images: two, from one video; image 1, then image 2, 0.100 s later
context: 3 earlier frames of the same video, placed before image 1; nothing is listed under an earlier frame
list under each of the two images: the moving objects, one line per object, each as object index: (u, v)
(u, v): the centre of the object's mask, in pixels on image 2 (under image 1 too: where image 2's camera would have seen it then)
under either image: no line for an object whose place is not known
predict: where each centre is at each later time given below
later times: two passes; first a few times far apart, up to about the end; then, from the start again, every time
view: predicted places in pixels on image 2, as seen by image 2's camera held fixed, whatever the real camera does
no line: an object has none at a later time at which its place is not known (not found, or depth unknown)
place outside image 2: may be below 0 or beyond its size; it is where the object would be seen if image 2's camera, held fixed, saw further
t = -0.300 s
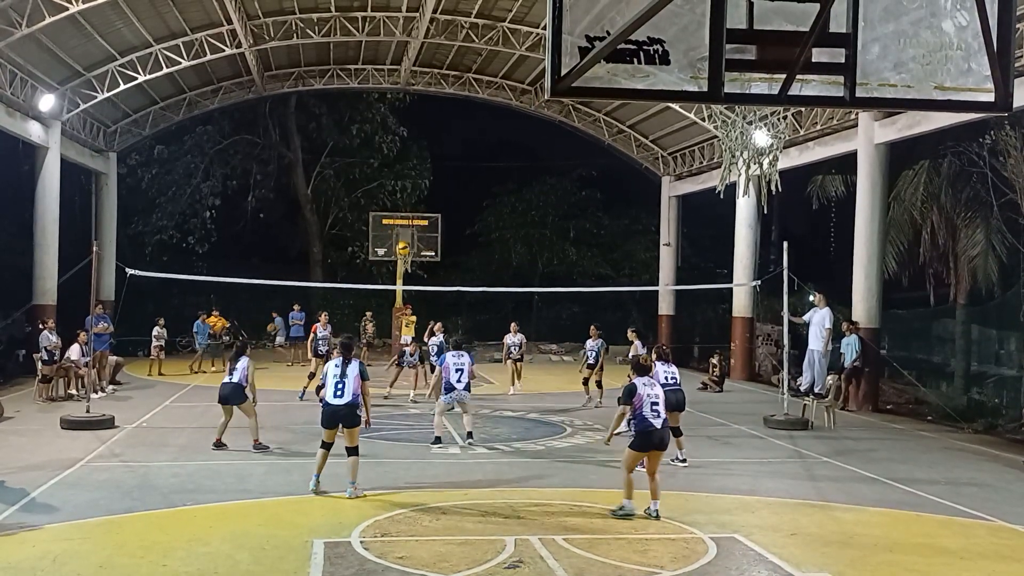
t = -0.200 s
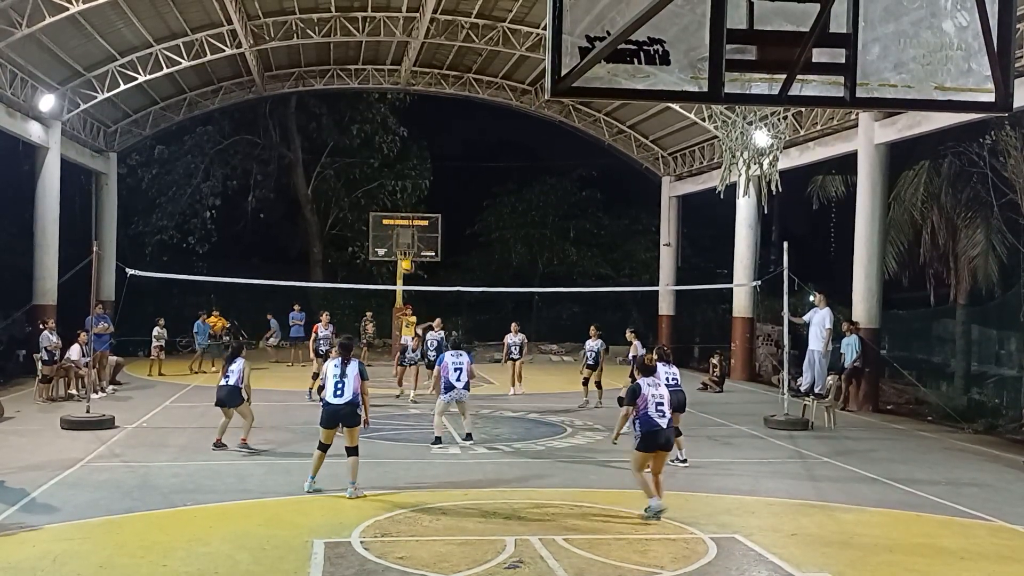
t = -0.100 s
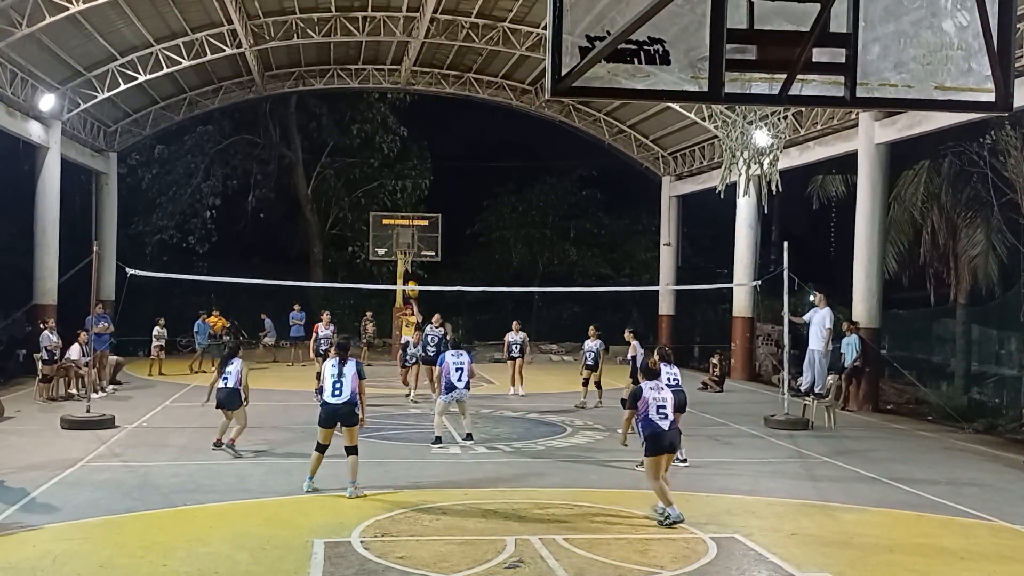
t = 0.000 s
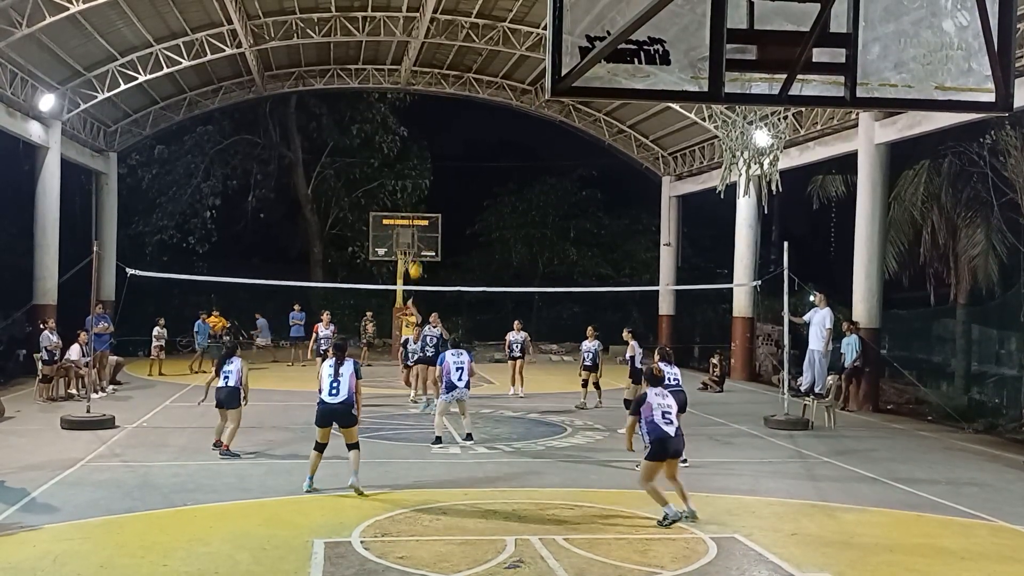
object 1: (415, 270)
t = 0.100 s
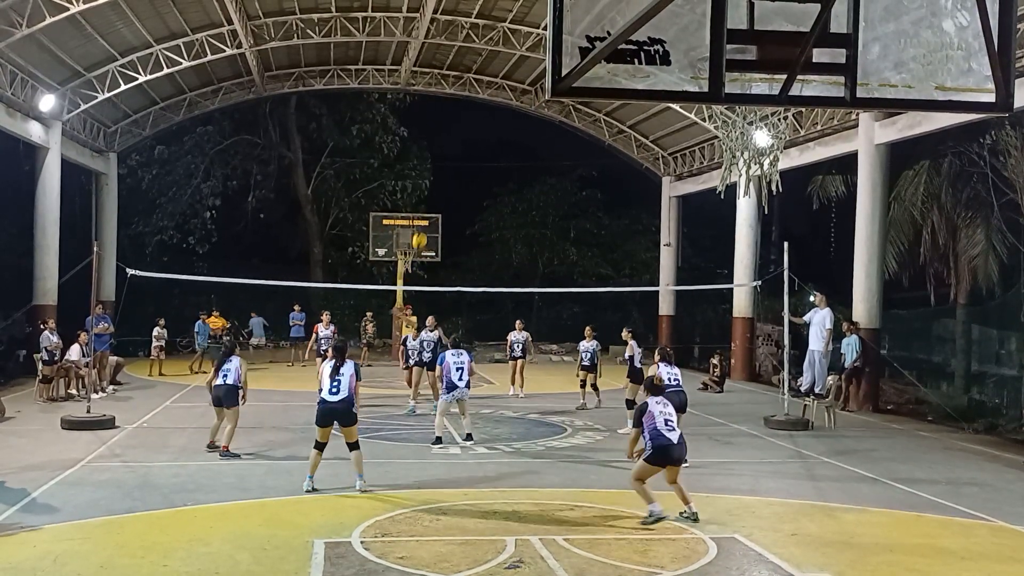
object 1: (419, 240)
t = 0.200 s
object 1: (424, 215)
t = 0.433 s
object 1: (439, 176)
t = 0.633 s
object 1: (458, 171)
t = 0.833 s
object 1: (486, 213)
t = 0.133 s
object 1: (421, 232)
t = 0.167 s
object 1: (422, 224)
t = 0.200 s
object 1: (424, 215)
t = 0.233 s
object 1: (426, 207)
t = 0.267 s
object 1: (428, 201)
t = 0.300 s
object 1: (430, 195)
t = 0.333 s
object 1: (432, 189)
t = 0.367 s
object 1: (434, 184)
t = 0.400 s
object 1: (437, 179)
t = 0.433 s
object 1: (439, 176)
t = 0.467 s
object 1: (442, 173)
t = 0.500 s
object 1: (445, 170)
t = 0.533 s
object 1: (448, 169)
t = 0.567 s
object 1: (451, 169)
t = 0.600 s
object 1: (455, 169)
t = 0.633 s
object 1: (458, 171)
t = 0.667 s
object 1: (462, 174)
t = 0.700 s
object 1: (466, 179)
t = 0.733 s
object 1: (471, 185)
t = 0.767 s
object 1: (476, 192)
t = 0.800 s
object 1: (481, 202)
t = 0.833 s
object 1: (486, 213)
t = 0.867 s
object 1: (492, 226)
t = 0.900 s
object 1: (499, 242)
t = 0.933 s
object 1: (505, 259)
